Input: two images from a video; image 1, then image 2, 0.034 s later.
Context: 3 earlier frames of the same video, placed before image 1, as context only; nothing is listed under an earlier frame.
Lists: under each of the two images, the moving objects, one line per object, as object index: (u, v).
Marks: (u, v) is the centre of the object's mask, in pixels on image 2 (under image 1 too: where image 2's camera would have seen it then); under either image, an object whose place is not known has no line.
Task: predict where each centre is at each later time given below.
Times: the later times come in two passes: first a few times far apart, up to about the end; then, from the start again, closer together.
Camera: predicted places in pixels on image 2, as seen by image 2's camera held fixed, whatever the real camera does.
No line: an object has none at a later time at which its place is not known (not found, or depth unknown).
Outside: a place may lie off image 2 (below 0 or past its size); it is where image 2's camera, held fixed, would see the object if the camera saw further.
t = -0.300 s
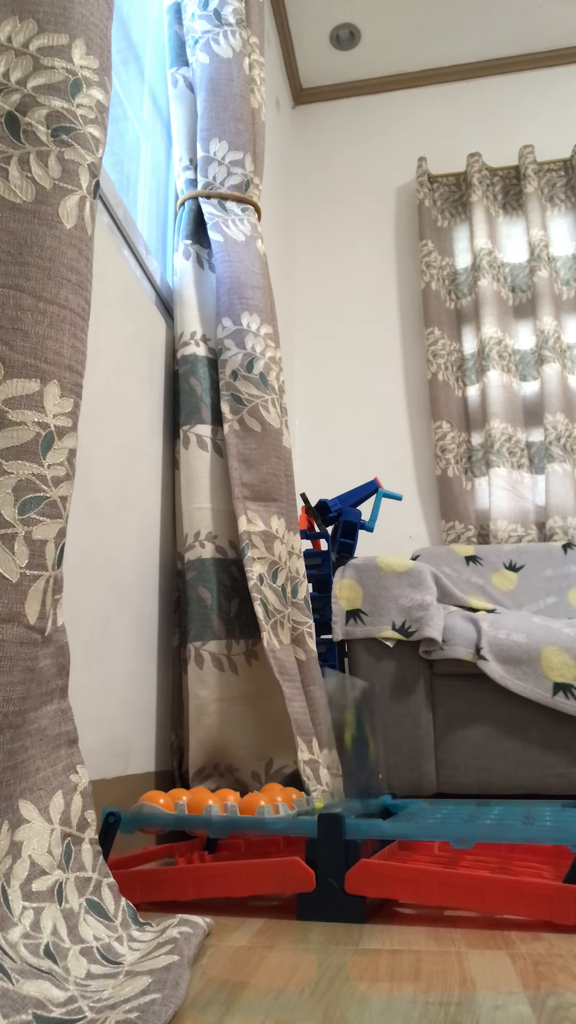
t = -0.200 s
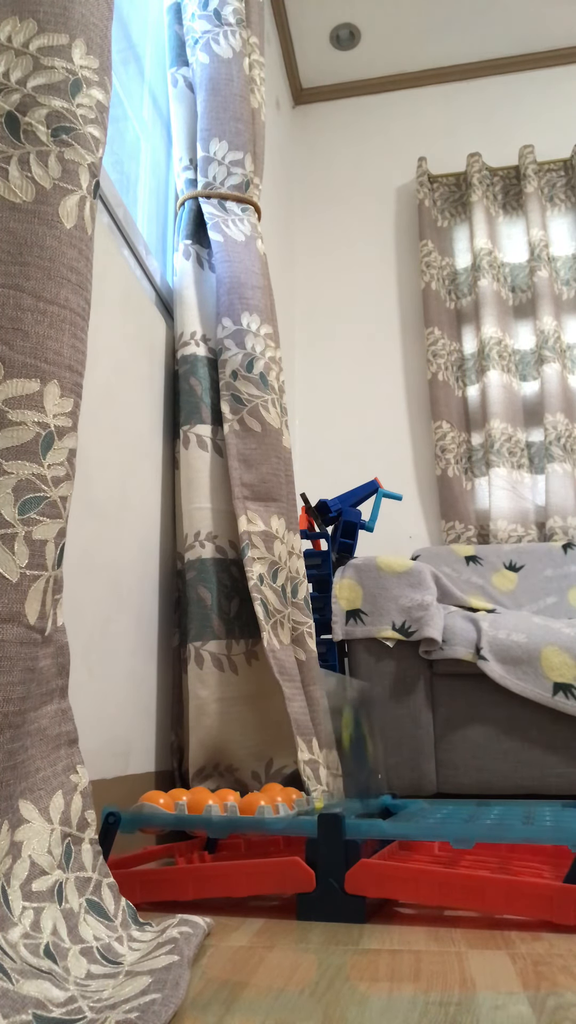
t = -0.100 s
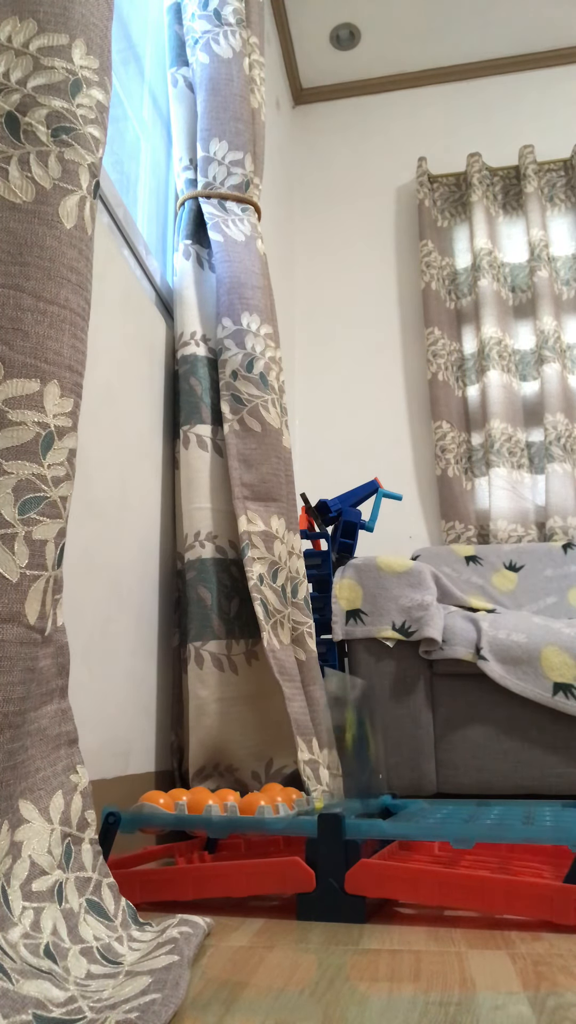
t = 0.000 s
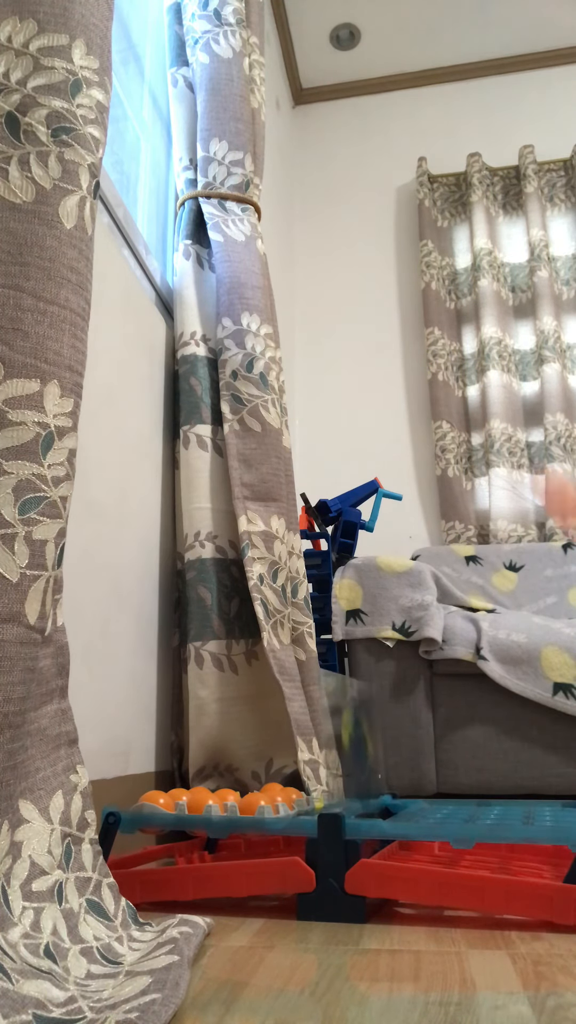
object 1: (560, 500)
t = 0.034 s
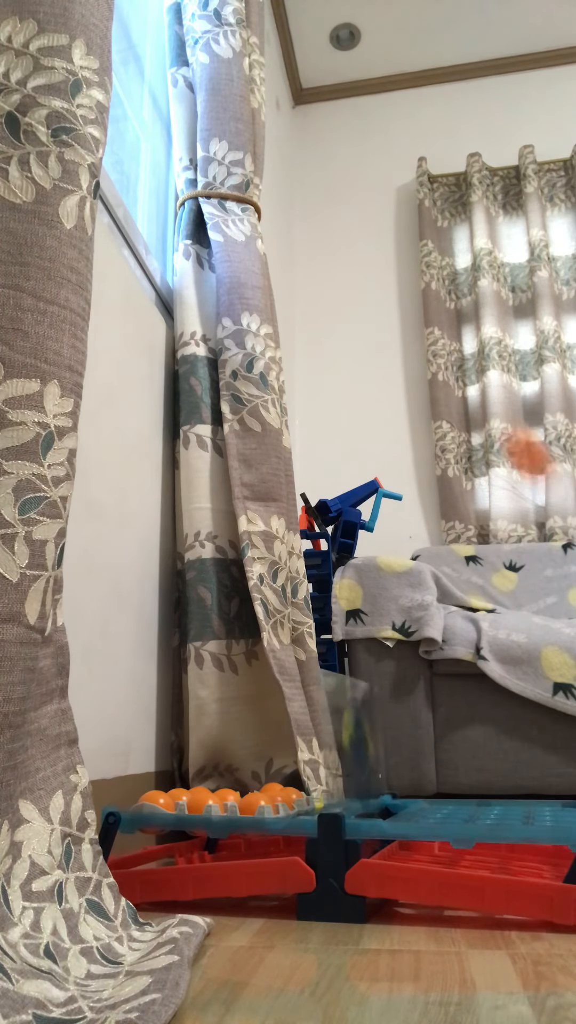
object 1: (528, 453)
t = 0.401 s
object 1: (212, 689)
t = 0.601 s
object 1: (118, 894)
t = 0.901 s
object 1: (104, 942)
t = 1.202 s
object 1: (85, 963)
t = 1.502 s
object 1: (81, 966)
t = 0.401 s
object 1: (212, 689)
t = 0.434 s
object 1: (189, 759)
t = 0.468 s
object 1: (146, 894)
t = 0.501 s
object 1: (132, 881)
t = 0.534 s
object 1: (125, 874)
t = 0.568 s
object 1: (121, 876)
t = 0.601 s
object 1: (118, 894)
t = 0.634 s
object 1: (120, 914)
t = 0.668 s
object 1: (125, 922)
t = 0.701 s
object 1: (130, 924)
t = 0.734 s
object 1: (131, 927)
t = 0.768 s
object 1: (130, 929)
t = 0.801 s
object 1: (127, 932)
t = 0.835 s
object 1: (122, 935)
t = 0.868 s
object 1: (114, 937)
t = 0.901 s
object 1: (104, 942)
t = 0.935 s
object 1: (93, 945)
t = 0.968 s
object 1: (86, 946)
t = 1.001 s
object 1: (81, 949)
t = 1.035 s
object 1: (80, 952)
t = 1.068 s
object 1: (82, 955)
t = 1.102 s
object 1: (84, 958)
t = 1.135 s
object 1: (86, 960)
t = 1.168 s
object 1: (86, 962)
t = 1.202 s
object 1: (85, 963)
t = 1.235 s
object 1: (83, 964)
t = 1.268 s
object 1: (82, 965)
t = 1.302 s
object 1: (81, 966)
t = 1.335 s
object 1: (80, 967)
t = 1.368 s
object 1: (81, 967)
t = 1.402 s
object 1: (81, 966)
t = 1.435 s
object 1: (81, 966)
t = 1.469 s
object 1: (81, 966)
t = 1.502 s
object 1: (81, 966)
